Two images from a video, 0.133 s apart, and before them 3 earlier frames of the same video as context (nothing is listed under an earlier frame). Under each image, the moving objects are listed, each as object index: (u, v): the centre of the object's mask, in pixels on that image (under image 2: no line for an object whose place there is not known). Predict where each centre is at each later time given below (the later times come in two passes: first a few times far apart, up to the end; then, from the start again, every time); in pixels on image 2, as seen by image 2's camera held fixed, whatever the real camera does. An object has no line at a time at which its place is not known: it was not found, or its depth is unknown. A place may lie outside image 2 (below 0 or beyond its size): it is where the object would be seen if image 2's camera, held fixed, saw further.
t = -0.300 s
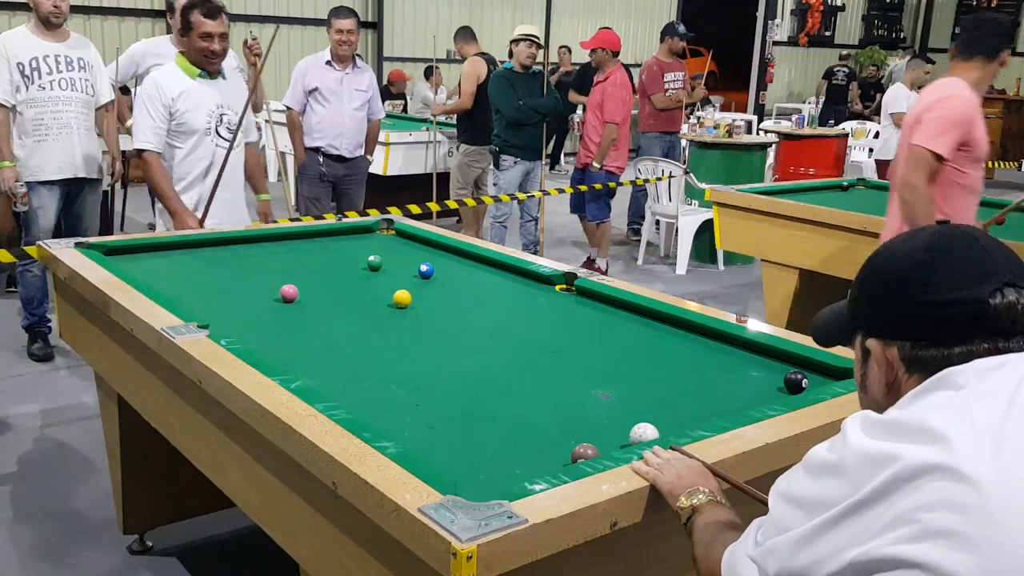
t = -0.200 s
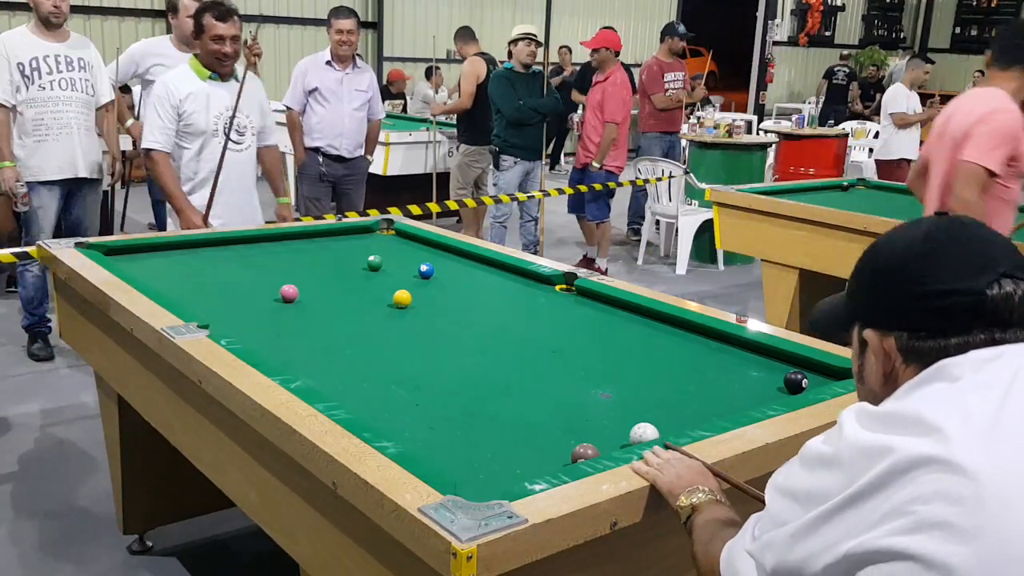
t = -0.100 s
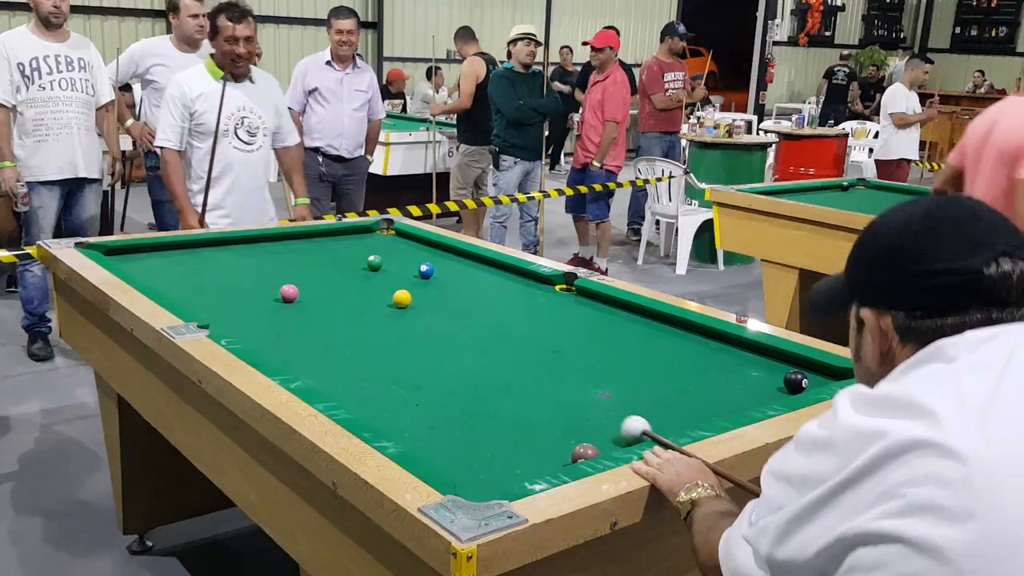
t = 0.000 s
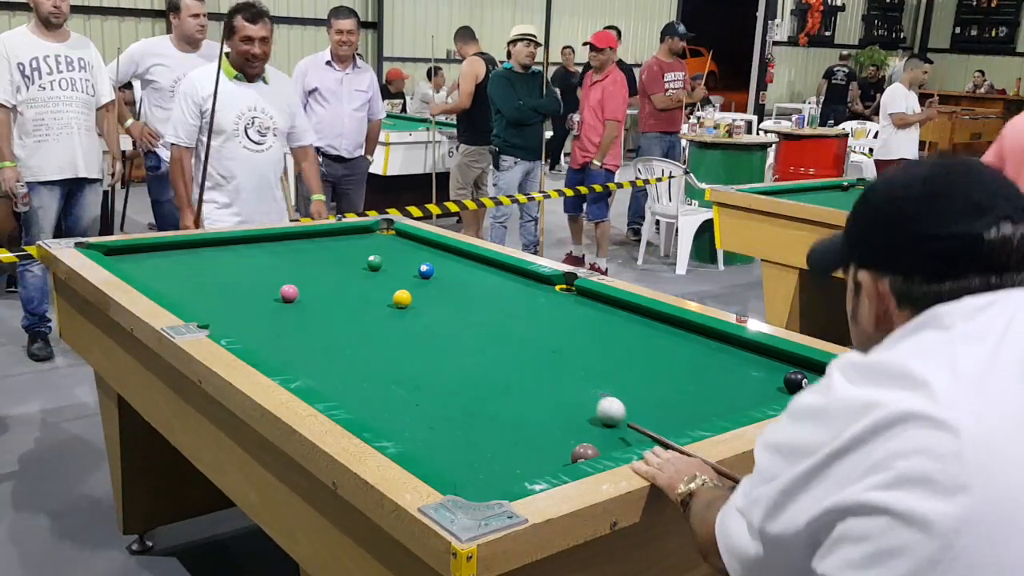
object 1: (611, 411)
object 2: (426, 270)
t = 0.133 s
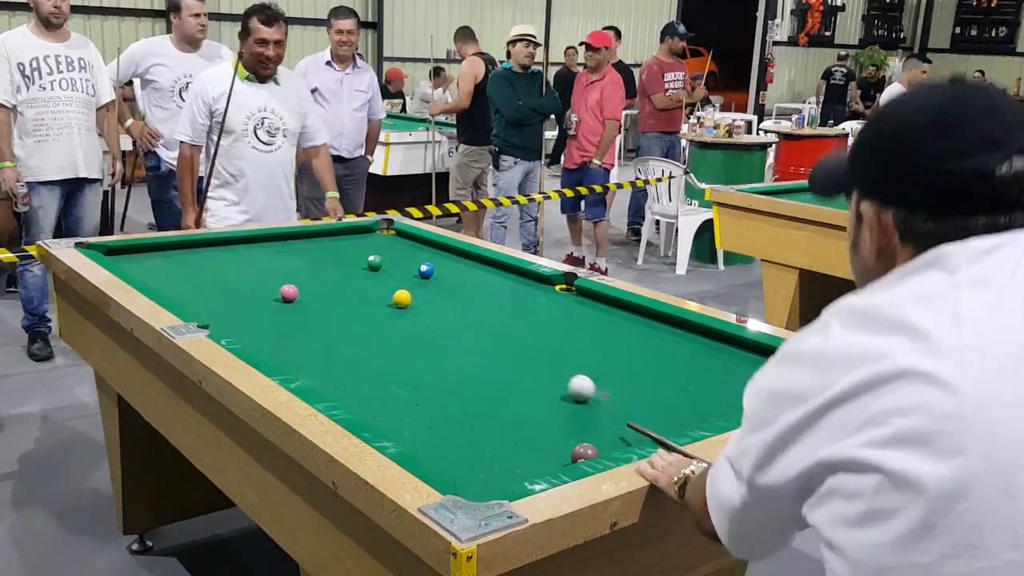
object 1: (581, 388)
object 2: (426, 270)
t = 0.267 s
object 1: (555, 369)
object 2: (426, 270)
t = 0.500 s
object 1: (517, 339)
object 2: (426, 270)
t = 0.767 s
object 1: (482, 312)
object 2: (426, 270)
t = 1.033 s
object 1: (453, 290)
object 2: (426, 270)
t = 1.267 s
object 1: (431, 274)
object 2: (422, 268)
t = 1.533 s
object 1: (424, 268)
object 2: (409, 258)
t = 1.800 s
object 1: (417, 263)
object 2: (396, 248)
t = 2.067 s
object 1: (411, 258)
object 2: (383, 239)
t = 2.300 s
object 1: (406, 255)
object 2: (373, 233)
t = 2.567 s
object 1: (401, 251)
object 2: (377, 231)
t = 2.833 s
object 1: (396, 248)
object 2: (395, 234)
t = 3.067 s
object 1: (393, 245)
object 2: (412, 237)
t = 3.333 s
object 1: (389, 243)
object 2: (424, 241)
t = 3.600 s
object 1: (386, 241)
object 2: (431, 244)
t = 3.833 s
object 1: (384, 240)
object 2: (436, 247)
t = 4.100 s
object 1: (381, 238)
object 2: (442, 249)
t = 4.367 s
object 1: (379, 237)
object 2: (448, 251)
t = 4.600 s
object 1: (378, 237)
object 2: (452, 253)
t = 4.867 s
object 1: (378, 236)
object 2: (455, 254)
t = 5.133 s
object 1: (378, 236)
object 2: (458, 255)
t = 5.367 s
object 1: (377, 236)
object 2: (458, 256)
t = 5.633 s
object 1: (377, 236)
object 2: (458, 256)
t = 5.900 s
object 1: (377, 236)
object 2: (458, 256)
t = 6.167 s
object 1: (377, 236)
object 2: (458, 256)
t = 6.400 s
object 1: (377, 236)
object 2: (458, 256)
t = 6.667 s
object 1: (377, 236)
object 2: (458, 256)
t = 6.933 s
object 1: (377, 236)
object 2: (458, 255)
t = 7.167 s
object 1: (377, 236)
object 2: (458, 256)
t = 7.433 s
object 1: (377, 236)
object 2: (458, 256)
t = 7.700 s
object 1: (377, 236)
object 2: (458, 256)
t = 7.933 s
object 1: (377, 236)
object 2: (458, 256)
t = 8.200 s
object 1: (378, 236)
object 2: (458, 256)
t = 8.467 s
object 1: (378, 236)
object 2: (458, 256)
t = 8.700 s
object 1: (378, 236)
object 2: (458, 256)
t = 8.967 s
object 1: (378, 236)
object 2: (458, 256)
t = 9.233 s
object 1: (377, 236)
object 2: (458, 256)
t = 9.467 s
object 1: (377, 236)
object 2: (458, 256)
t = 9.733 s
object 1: (377, 236)
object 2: (458, 256)
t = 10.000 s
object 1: (377, 236)
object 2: (458, 256)
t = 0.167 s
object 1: (575, 383)
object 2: (426, 270)
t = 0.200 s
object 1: (568, 378)
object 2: (426, 270)
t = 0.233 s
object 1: (562, 373)
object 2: (426, 270)
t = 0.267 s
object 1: (555, 369)
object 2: (426, 270)
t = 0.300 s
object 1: (550, 364)
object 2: (426, 270)
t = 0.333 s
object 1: (544, 359)
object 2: (426, 270)
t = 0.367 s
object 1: (538, 355)
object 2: (426, 270)
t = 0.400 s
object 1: (533, 351)
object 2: (426, 270)
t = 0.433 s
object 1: (527, 347)
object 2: (426, 270)
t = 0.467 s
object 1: (523, 343)
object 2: (426, 270)
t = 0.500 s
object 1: (517, 339)
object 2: (426, 270)
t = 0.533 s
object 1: (512, 335)
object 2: (426, 270)
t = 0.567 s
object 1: (508, 332)
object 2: (426, 270)
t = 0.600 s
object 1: (503, 328)
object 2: (426, 270)
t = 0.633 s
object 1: (499, 325)
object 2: (426, 270)
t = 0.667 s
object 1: (494, 322)
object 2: (426, 270)
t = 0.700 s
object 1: (490, 318)
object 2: (426, 270)
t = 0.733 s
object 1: (486, 315)
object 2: (426, 270)
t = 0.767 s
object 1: (482, 312)
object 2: (426, 270)
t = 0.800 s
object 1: (478, 309)
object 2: (426, 270)
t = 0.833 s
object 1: (474, 306)
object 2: (426, 270)
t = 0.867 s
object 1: (471, 303)
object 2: (426, 270)
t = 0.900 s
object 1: (467, 300)
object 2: (426, 270)
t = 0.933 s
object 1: (463, 298)
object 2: (426, 270)
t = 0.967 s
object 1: (460, 295)
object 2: (426, 270)
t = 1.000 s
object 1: (456, 292)
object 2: (426, 270)
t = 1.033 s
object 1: (453, 290)
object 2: (426, 270)
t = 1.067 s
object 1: (449, 288)
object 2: (426, 270)
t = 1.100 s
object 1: (446, 285)
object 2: (426, 270)
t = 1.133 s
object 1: (443, 283)
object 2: (426, 270)
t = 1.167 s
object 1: (440, 280)
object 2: (426, 270)
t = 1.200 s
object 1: (437, 278)
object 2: (425, 270)
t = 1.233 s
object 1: (434, 276)
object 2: (424, 269)
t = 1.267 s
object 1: (431, 274)
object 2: (422, 268)
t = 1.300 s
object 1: (430, 273)
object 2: (420, 267)
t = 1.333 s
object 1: (430, 272)
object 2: (419, 265)
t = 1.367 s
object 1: (429, 272)
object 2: (417, 263)
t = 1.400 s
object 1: (427, 271)
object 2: (415, 262)
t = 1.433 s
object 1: (427, 270)
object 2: (414, 261)
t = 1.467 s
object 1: (426, 270)
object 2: (413, 260)
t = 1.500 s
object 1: (425, 269)
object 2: (411, 259)
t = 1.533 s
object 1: (424, 268)
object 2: (409, 258)
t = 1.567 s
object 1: (423, 267)
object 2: (408, 257)
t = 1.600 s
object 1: (422, 267)
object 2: (406, 255)
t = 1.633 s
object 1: (421, 266)
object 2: (404, 254)
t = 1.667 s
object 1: (420, 265)
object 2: (402, 253)
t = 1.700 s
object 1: (419, 265)
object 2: (401, 252)
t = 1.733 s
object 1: (418, 264)
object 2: (399, 250)
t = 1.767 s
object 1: (418, 263)
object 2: (398, 249)
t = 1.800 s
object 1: (417, 263)
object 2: (396, 248)
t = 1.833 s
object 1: (416, 262)
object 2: (394, 247)
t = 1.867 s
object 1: (415, 261)
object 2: (392, 246)
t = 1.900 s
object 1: (414, 261)
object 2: (391, 244)
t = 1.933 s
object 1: (413, 260)
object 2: (389, 243)
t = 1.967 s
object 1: (413, 260)
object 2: (388, 243)
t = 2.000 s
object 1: (412, 259)
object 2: (386, 242)
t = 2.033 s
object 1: (411, 259)
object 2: (385, 241)
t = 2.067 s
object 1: (411, 258)
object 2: (383, 239)
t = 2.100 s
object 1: (410, 258)
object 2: (382, 239)
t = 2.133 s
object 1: (409, 257)
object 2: (381, 237)
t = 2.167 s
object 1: (408, 257)
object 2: (379, 237)
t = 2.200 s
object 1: (408, 256)
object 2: (378, 236)
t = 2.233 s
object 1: (407, 256)
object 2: (376, 235)
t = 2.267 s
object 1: (406, 255)
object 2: (375, 234)
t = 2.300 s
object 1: (406, 255)
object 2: (373, 233)
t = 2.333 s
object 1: (405, 254)
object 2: (372, 232)
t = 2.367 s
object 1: (405, 254)
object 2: (371, 231)
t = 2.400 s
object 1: (404, 253)
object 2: (369, 230)
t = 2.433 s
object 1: (403, 253)
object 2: (368, 230)
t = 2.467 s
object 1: (403, 252)
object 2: (369, 230)
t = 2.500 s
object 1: (402, 252)
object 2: (372, 230)
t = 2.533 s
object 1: (401, 251)
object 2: (374, 230)
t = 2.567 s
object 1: (401, 251)
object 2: (377, 231)
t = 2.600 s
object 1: (400, 251)
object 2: (379, 231)
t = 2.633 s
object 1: (400, 250)
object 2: (382, 232)
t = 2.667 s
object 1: (399, 250)
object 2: (384, 232)
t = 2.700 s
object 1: (399, 249)
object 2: (386, 233)
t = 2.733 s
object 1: (398, 249)
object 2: (388, 233)
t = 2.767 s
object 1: (398, 249)
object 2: (391, 233)
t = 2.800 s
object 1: (397, 248)
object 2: (393, 234)
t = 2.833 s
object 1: (396, 248)
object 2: (395, 234)
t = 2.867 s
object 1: (396, 247)
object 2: (398, 234)
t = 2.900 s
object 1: (395, 247)
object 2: (401, 235)
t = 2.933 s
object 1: (395, 247)
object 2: (403, 236)
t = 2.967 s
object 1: (394, 246)
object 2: (405, 236)
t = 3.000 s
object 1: (394, 246)
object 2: (407, 237)
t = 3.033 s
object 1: (393, 246)
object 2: (409, 237)
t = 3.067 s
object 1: (393, 245)
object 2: (412, 237)
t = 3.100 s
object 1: (392, 245)
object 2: (414, 238)
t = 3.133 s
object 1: (392, 245)
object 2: (416, 239)
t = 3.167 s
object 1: (391, 244)
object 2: (418, 239)
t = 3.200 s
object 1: (391, 244)
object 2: (420, 240)
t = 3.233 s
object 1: (391, 244)
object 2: (421, 240)
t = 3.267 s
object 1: (390, 244)
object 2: (422, 240)
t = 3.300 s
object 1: (390, 243)
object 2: (423, 241)
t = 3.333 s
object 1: (389, 243)
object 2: (424, 241)
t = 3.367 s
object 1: (389, 243)
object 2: (425, 242)
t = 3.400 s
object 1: (389, 242)
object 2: (426, 242)
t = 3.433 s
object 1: (388, 242)
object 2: (427, 243)
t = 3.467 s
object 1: (388, 242)
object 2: (428, 243)
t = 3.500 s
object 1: (387, 242)
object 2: (428, 243)
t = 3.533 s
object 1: (387, 242)
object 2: (429, 243)
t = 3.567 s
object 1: (387, 241)
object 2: (430, 244)
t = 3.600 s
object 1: (386, 241)
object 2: (431, 244)
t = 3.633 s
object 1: (386, 241)
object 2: (432, 245)
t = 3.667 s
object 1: (386, 241)
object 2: (432, 245)
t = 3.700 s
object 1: (385, 241)
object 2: (433, 246)
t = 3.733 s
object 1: (385, 240)
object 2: (434, 246)
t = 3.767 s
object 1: (385, 240)
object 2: (435, 246)
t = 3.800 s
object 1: (384, 240)
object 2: (435, 247)
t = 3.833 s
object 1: (384, 240)
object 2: (436, 247)
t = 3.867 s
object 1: (383, 240)
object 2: (437, 247)
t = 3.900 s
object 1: (383, 239)
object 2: (438, 247)
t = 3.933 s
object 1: (383, 239)
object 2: (438, 248)
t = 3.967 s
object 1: (382, 239)
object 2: (439, 248)
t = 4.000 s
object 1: (382, 239)
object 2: (440, 249)
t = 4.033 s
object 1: (382, 239)
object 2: (441, 249)
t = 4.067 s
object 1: (381, 239)
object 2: (442, 249)
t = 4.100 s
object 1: (381, 238)
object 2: (442, 249)
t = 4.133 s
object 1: (381, 238)
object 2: (443, 250)
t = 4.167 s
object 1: (381, 238)
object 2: (444, 250)
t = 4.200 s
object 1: (380, 238)
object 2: (445, 250)
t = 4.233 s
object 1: (380, 238)
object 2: (446, 251)
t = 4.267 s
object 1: (380, 238)
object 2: (446, 251)
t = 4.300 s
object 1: (380, 238)
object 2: (447, 251)
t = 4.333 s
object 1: (380, 238)
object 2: (448, 251)
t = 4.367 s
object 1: (379, 237)
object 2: (448, 251)
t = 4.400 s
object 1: (379, 237)
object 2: (449, 252)
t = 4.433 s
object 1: (379, 237)
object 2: (449, 252)
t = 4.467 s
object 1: (379, 237)
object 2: (450, 252)
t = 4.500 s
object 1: (379, 237)
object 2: (450, 252)
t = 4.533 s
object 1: (378, 237)
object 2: (451, 253)
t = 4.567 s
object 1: (378, 237)
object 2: (452, 253)
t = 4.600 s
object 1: (378, 237)
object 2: (452, 253)
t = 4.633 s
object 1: (378, 237)
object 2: (453, 253)
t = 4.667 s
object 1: (378, 237)
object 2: (453, 253)
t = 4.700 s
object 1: (378, 236)
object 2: (453, 253)
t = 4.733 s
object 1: (377, 236)
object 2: (454, 254)
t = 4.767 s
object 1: (377, 236)
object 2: (454, 254)
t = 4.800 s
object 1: (378, 236)
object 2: (455, 254)
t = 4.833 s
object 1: (378, 236)
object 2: (455, 254)
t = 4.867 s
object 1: (378, 236)
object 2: (455, 254)
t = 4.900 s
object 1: (378, 236)
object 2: (456, 254)
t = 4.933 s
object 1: (377, 236)
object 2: (456, 255)
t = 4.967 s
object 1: (378, 236)
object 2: (456, 255)
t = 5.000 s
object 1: (377, 236)
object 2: (457, 255)
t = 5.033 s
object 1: (377, 236)
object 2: (457, 255)
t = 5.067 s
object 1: (377, 236)
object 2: (457, 255)
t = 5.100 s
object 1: (378, 236)
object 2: (457, 255)
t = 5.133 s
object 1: (378, 236)
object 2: (458, 255)
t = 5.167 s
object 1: (377, 236)
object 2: (458, 255)
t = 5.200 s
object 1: (377, 236)
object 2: (458, 255)
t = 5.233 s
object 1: (377, 236)
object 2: (458, 255)
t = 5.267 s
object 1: (378, 236)
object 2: (458, 255)
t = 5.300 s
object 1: (377, 236)
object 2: (458, 255)
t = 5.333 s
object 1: (377, 236)
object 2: (458, 255)
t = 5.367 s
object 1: (377, 236)
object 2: (458, 256)
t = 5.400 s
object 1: (377, 236)
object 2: (458, 256)
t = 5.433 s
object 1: (377, 236)
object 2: (458, 256)
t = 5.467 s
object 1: (377, 236)
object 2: (458, 256)
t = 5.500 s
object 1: (377, 236)
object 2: (458, 256)
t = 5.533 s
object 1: (377, 236)
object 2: (458, 256)
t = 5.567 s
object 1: (378, 236)
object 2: (458, 256)
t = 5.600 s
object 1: (377, 236)
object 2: (458, 256)
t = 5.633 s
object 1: (377, 236)
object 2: (458, 256)
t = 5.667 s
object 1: (377, 236)
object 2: (458, 256)
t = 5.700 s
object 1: (377, 236)
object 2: (458, 256)
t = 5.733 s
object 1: (377, 236)
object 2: (458, 256)
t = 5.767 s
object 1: (377, 236)
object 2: (458, 256)
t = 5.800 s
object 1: (377, 236)
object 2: (458, 256)
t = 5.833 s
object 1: (377, 236)
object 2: (458, 256)
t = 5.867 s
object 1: (377, 236)
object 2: (458, 256)
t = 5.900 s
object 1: (377, 236)
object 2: (458, 256)
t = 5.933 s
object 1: (377, 236)
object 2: (458, 256)
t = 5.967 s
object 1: (377, 236)
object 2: (458, 256)
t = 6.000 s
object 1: (377, 236)
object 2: (458, 256)
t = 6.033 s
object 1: (377, 236)
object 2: (458, 256)
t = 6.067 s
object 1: (377, 236)
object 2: (458, 256)
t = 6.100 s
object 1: (377, 236)
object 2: (458, 256)
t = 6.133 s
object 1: (377, 236)
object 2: (458, 256)
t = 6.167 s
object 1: (377, 236)
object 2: (458, 256)
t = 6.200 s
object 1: (377, 236)
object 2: (458, 256)
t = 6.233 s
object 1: (377, 236)
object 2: (458, 256)
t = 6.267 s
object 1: (377, 236)
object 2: (458, 256)
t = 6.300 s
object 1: (377, 236)
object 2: (458, 256)
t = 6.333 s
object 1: (377, 236)
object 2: (458, 256)
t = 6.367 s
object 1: (377, 236)
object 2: (458, 256)
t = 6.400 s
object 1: (377, 236)
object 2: (458, 256)
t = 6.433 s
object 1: (377, 236)
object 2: (458, 256)
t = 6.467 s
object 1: (377, 236)
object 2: (458, 256)
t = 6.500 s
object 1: (377, 236)
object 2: (458, 256)
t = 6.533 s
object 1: (377, 236)
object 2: (458, 256)
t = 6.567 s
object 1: (377, 236)
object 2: (458, 256)
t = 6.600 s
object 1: (377, 236)
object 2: (458, 256)
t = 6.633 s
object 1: (377, 236)
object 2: (458, 256)
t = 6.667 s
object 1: (377, 236)
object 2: (458, 256)
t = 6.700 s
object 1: (377, 236)
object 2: (458, 256)
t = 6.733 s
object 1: (377, 236)
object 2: (458, 256)
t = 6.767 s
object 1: (377, 236)
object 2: (458, 256)
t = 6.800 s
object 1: (377, 236)
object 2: (458, 256)
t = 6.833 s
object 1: (377, 236)
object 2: (458, 256)
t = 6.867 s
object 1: (377, 236)
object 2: (458, 256)
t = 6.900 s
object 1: (377, 236)
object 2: (458, 255)
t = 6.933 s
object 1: (377, 236)
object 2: (458, 255)
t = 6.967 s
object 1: (377, 236)
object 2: (458, 256)
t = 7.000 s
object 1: (377, 236)
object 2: (458, 256)
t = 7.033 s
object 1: (377, 236)
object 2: (458, 255)
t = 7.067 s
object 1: (377, 236)
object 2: (458, 256)
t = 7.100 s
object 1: (377, 236)
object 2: (458, 255)
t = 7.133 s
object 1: (377, 236)
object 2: (458, 256)
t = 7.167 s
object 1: (377, 236)
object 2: (458, 256)
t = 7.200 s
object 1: (378, 236)
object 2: (458, 256)
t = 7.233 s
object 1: (377, 236)
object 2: (458, 256)
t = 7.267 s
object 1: (377, 236)
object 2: (458, 256)
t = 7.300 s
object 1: (377, 236)
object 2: (458, 256)
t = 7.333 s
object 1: (377, 236)
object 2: (458, 256)
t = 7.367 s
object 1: (377, 236)
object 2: (458, 256)
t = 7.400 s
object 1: (377, 236)
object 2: (458, 256)
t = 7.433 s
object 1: (377, 236)
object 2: (458, 256)
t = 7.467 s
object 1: (377, 236)
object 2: (458, 256)
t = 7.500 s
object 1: (377, 236)
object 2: (458, 256)
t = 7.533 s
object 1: (377, 236)
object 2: (458, 256)
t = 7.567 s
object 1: (377, 236)
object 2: (458, 256)
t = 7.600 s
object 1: (377, 236)
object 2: (458, 256)
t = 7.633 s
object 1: (377, 236)
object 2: (458, 256)
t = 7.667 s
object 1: (377, 236)
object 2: (458, 256)
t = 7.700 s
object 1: (377, 236)
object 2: (458, 256)
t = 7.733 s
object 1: (377, 236)
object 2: (458, 256)
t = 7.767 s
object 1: (377, 236)
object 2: (458, 256)
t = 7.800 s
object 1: (377, 236)
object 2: (458, 256)
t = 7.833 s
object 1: (377, 236)
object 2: (458, 256)
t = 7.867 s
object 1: (377, 236)
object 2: (458, 256)
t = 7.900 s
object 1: (377, 236)
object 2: (458, 256)
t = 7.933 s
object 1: (377, 236)
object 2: (458, 256)
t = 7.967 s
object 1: (377, 236)
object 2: (458, 256)
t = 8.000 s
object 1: (377, 236)
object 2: (458, 256)
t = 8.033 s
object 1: (377, 236)
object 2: (458, 256)
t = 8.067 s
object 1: (377, 236)
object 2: (458, 256)
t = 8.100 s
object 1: (377, 236)
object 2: (458, 256)
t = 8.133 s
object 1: (377, 236)
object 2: (458, 256)
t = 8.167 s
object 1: (377, 236)
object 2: (458, 256)
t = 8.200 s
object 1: (378, 236)
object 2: (458, 256)
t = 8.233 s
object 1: (377, 236)
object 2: (458, 256)
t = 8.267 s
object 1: (378, 236)
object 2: (458, 256)
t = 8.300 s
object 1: (378, 236)
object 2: (458, 256)
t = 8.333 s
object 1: (378, 236)
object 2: (458, 256)
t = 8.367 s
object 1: (377, 236)
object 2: (458, 256)
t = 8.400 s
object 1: (378, 236)
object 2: (458, 256)
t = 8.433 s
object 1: (378, 236)
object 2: (458, 256)
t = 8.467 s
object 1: (378, 236)
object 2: (458, 256)
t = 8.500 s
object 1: (378, 236)
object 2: (458, 256)
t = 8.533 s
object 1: (377, 236)
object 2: (458, 256)
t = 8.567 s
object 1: (378, 236)
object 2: (458, 256)
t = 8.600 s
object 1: (377, 236)
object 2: (458, 256)
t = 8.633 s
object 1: (378, 236)
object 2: (458, 256)
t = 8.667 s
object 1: (378, 236)
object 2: (458, 256)
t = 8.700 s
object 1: (378, 236)
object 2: (458, 256)
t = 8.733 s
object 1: (378, 236)
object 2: (458, 256)
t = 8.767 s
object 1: (378, 236)
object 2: (458, 256)
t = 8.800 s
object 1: (378, 236)
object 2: (458, 256)
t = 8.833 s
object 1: (378, 236)
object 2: (458, 256)
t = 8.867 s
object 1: (378, 236)
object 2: (458, 256)
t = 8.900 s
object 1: (378, 236)
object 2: (458, 256)
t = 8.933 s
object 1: (378, 236)
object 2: (458, 256)
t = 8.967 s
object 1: (378, 236)
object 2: (458, 256)
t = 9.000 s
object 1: (377, 236)
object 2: (458, 256)
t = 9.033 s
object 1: (377, 236)
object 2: (458, 256)
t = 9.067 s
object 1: (377, 236)
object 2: (458, 256)
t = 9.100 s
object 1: (377, 236)
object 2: (458, 256)
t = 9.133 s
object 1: (377, 236)
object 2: (458, 256)
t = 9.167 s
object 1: (377, 236)
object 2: (458, 256)
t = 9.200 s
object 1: (377, 236)
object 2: (458, 256)
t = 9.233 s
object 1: (377, 236)
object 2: (458, 256)
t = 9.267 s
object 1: (377, 236)
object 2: (458, 256)
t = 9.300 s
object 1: (377, 236)
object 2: (458, 256)
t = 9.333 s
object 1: (377, 236)
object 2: (458, 256)
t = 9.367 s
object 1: (377, 236)
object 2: (458, 256)
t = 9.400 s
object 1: (377, 236)
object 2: (458, 256)
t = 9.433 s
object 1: (377, 236)
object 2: (458, 256)
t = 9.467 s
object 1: (377, 236)
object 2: (458, 256)
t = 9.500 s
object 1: (377, 236)
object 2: (458, 256)
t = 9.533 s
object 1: (377, 236)
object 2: (458, 256)
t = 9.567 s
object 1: (377, 236)
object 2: (458, 256)
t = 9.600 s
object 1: (377, 236)
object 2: (458, 256)
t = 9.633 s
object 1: (377, 236)
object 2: (458, 256)
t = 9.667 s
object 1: (377, 236)
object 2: (458, 256)
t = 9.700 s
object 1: (377, 236)
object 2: (458, 256)
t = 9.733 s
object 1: (377, 236)
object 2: (458, 256)
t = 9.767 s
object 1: (377, 236)
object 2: (458, 256)
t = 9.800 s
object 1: (377, 236)
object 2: (458, 256)
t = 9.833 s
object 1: (377, 236)
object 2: (458, 256)
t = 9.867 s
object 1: (377, 236)
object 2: (458, 256)
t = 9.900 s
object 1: (377, 236)
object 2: (458, 256)
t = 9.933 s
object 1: (377, 236)
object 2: (458, 256)
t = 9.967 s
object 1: (377, 236)
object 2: (458, 256)
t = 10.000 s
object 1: (377, 236)
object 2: (458, 256)
